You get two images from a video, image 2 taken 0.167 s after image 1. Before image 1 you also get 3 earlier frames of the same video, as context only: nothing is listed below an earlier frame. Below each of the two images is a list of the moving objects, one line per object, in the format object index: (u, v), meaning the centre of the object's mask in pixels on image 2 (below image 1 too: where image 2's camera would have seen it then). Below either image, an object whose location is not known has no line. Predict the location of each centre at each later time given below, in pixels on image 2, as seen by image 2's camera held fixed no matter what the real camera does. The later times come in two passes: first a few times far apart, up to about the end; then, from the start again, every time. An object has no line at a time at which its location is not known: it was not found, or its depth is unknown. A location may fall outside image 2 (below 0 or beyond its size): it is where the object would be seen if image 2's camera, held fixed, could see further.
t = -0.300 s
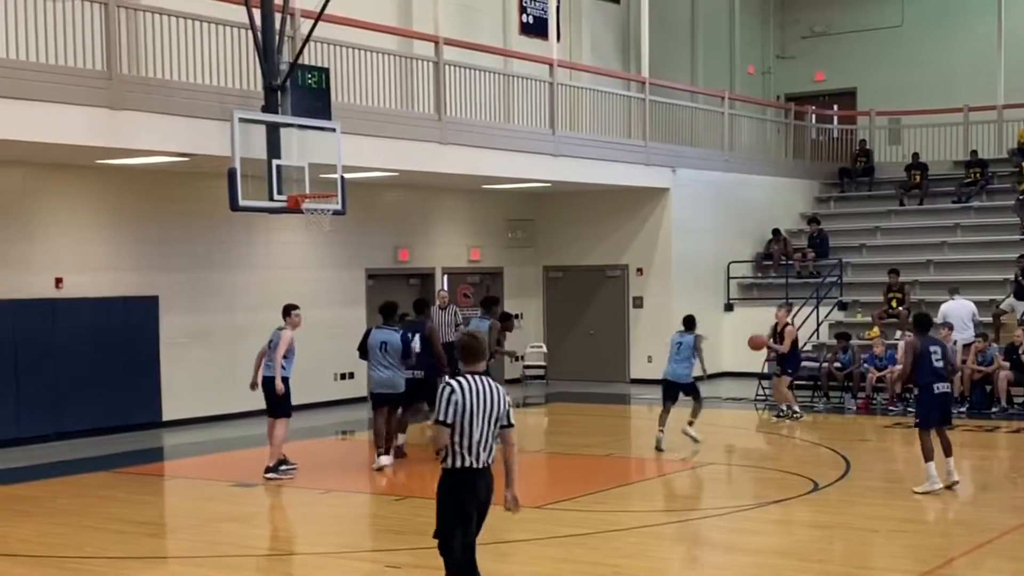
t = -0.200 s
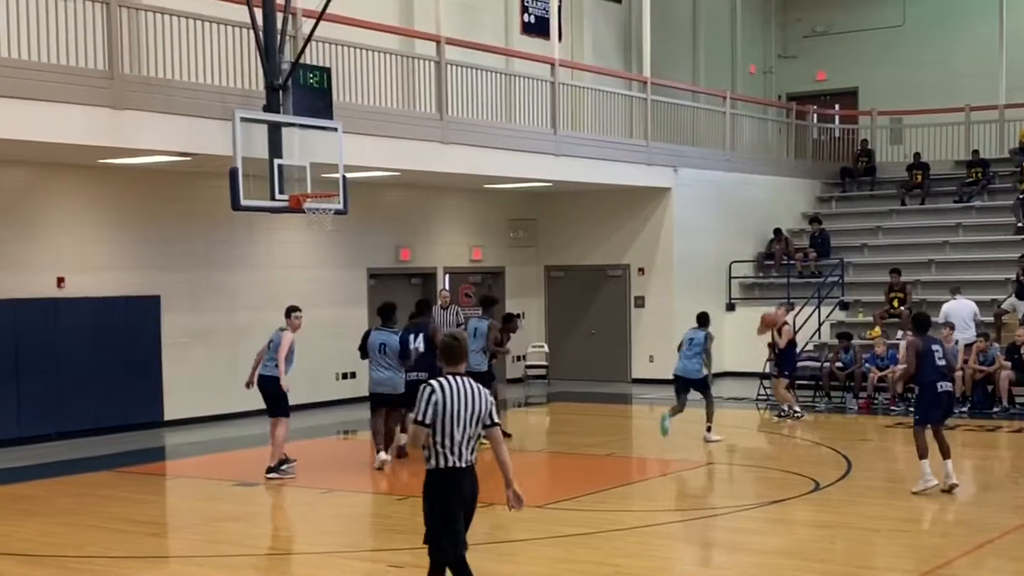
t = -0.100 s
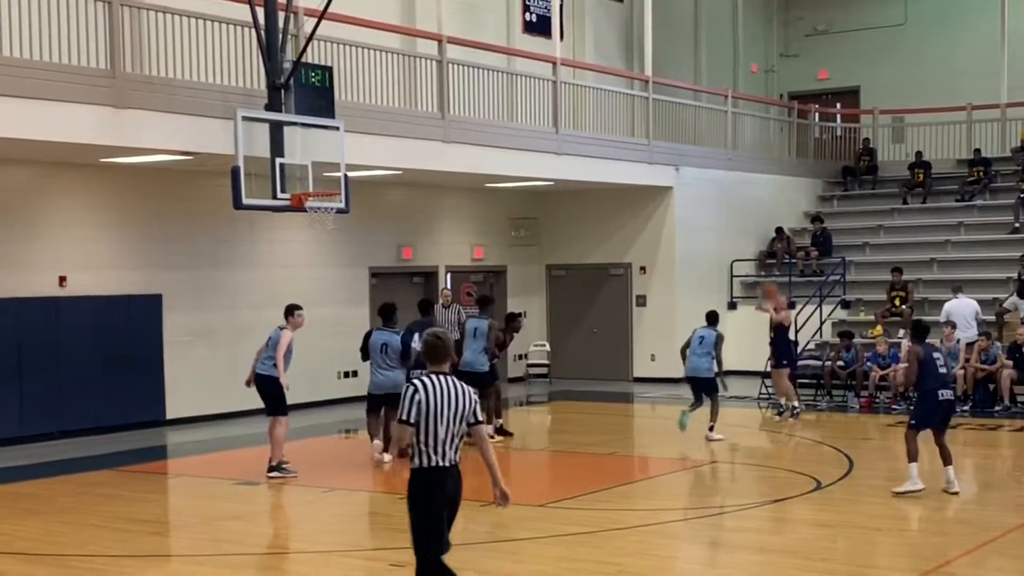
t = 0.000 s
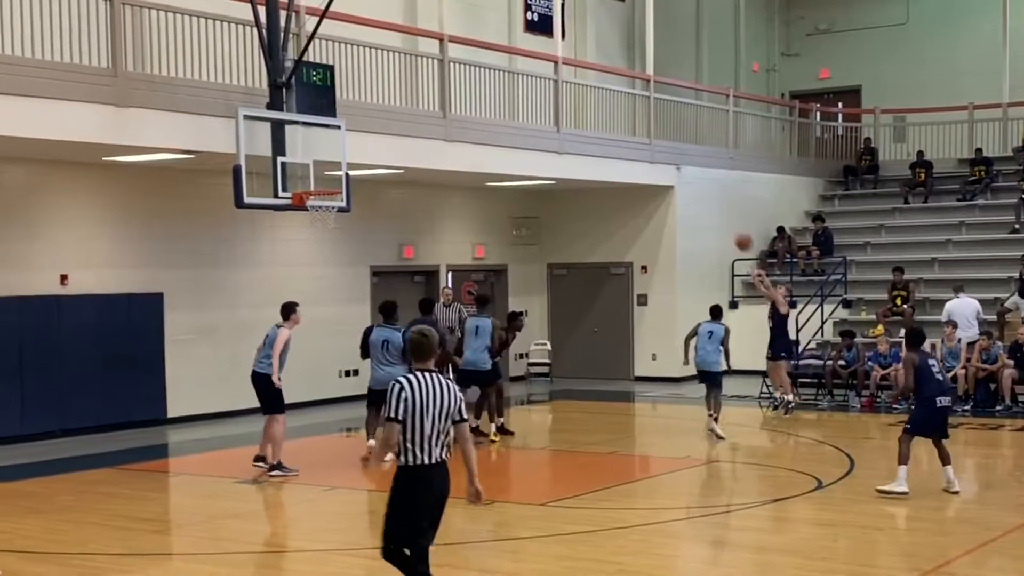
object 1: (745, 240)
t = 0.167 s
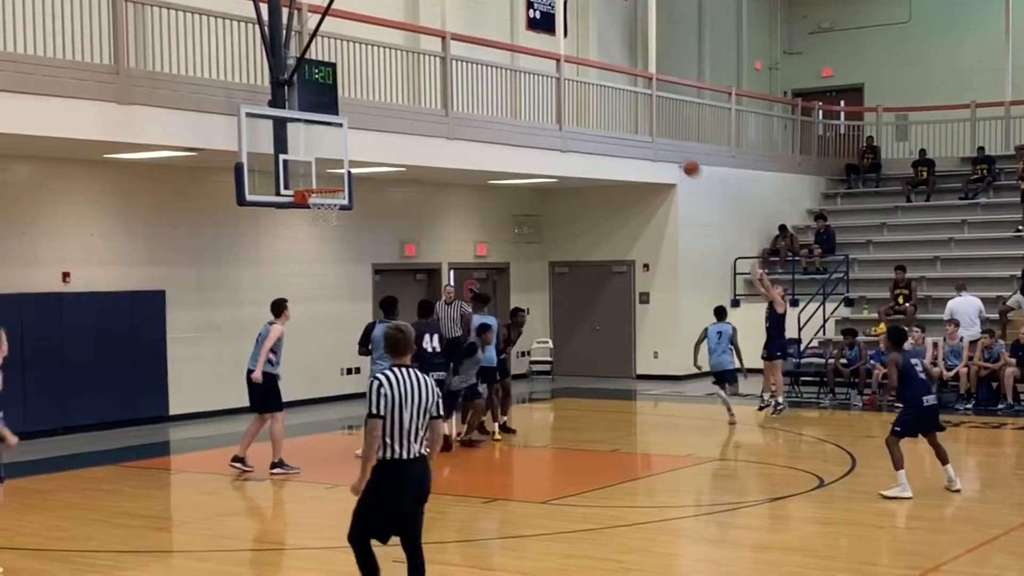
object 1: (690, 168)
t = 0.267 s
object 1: (657, 133)
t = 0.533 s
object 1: (564, 73)
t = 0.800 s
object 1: (467, 67)
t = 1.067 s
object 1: (365, 120)
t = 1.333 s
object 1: (274, 149)
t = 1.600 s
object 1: (252, 118)
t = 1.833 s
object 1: (239, 143)
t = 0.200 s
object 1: (680, 156)
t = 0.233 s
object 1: (669, 145)
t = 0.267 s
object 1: (657, 133)
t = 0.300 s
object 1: (646, 124)
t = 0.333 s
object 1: (635, 114)
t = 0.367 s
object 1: (623, 105)
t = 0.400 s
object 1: (612, 97)
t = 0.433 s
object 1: (600, 90)
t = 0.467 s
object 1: (588, 84)
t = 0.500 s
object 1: (577, 78)
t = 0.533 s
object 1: (564, 73)
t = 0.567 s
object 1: (553, 69)
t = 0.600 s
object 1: (540, 67)
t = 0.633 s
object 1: (529, 64)
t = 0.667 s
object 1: (516, 62)
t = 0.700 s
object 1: (504, 63)
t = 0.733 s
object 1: (491, 63)
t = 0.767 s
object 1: (479, 64)
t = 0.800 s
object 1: (467, 67)
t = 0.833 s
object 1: (454, 70)
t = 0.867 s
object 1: (441, 74)
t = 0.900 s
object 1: (429, 79)
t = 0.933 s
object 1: (416, 85)
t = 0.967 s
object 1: (404, 93)
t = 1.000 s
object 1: (390, 101)
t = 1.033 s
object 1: (377, 110)
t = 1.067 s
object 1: (365, 120)
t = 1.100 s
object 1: (352, 131)
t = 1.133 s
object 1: (339, 142)
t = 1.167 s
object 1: (325, 156)
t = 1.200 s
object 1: (312, 170)
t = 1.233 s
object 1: (301, 182)
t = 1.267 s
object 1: (293, 171)
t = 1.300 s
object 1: (284, 160)
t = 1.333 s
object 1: (274, 149)
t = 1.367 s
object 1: (267, 141)
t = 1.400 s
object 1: (265, 135)
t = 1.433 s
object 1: (263, 130)
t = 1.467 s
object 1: (261, 125)
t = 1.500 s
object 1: (259, 122)
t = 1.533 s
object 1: (257, 120)
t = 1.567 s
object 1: (255, 118)
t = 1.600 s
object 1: (252, 118)
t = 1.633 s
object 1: (251, 118)
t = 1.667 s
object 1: (249, 119)
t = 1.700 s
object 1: (246, 122)
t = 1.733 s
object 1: (245, 126)
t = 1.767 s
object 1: (243, 130)
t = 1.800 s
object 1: (241, 136)
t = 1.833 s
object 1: (239, 143)
